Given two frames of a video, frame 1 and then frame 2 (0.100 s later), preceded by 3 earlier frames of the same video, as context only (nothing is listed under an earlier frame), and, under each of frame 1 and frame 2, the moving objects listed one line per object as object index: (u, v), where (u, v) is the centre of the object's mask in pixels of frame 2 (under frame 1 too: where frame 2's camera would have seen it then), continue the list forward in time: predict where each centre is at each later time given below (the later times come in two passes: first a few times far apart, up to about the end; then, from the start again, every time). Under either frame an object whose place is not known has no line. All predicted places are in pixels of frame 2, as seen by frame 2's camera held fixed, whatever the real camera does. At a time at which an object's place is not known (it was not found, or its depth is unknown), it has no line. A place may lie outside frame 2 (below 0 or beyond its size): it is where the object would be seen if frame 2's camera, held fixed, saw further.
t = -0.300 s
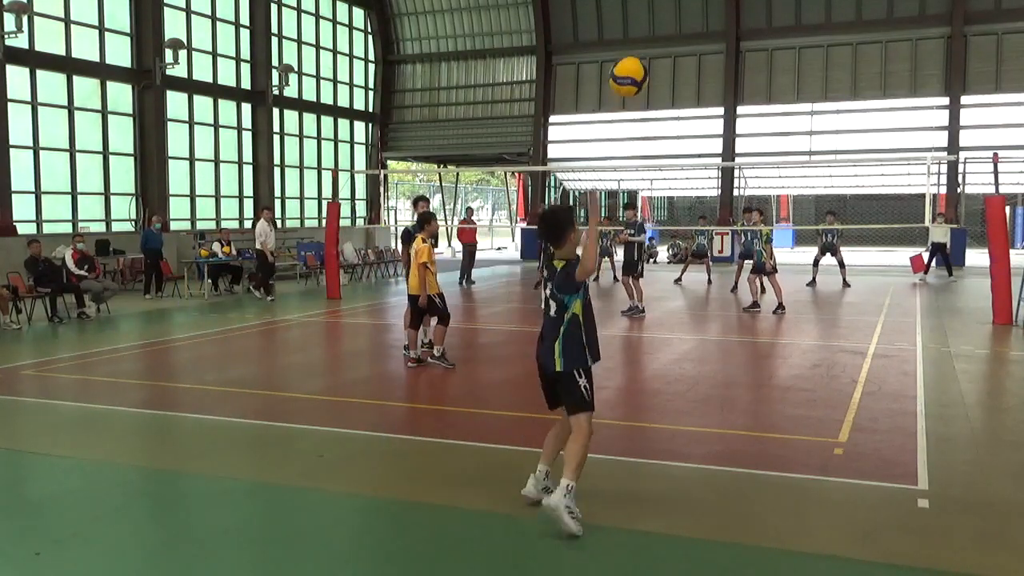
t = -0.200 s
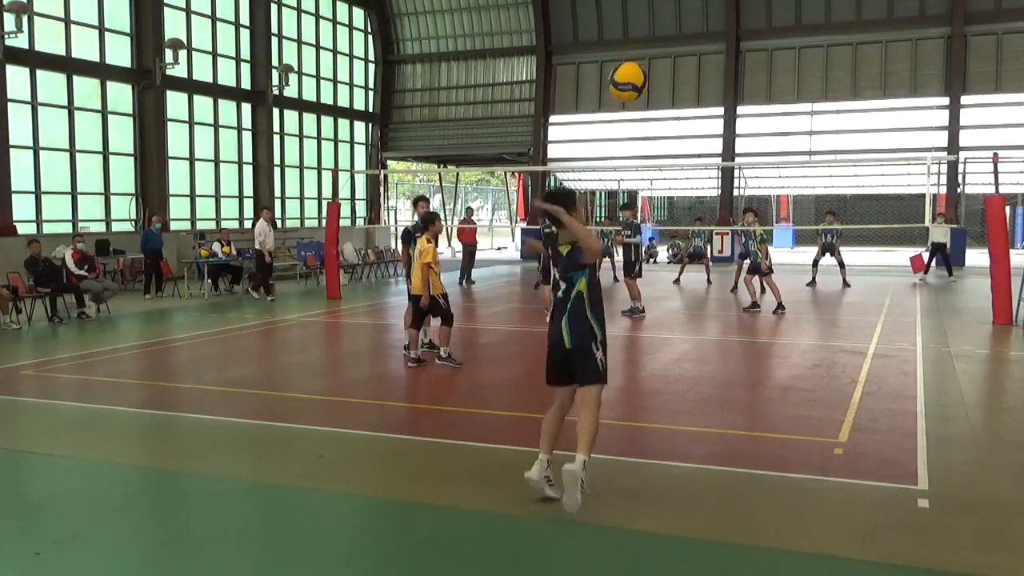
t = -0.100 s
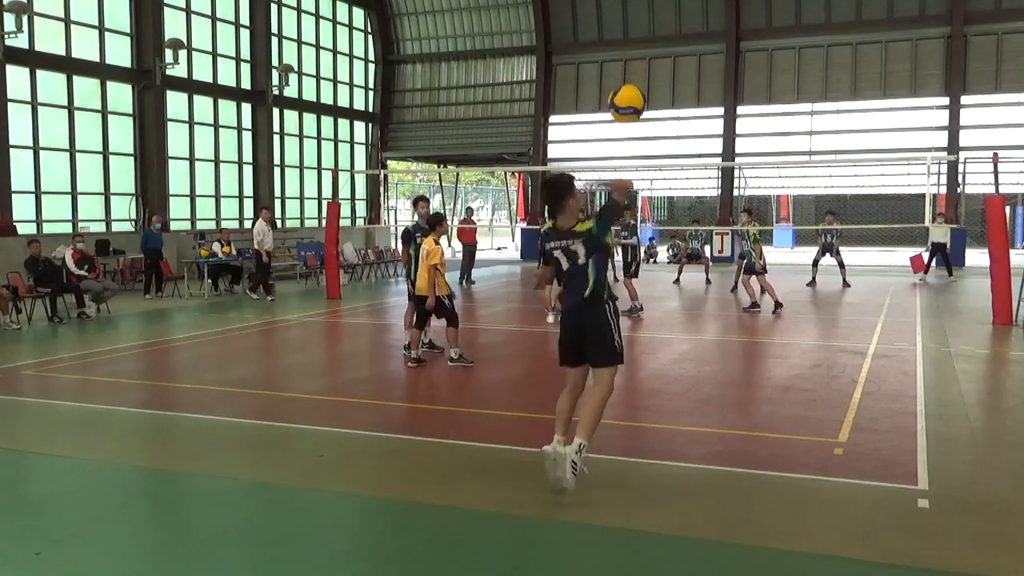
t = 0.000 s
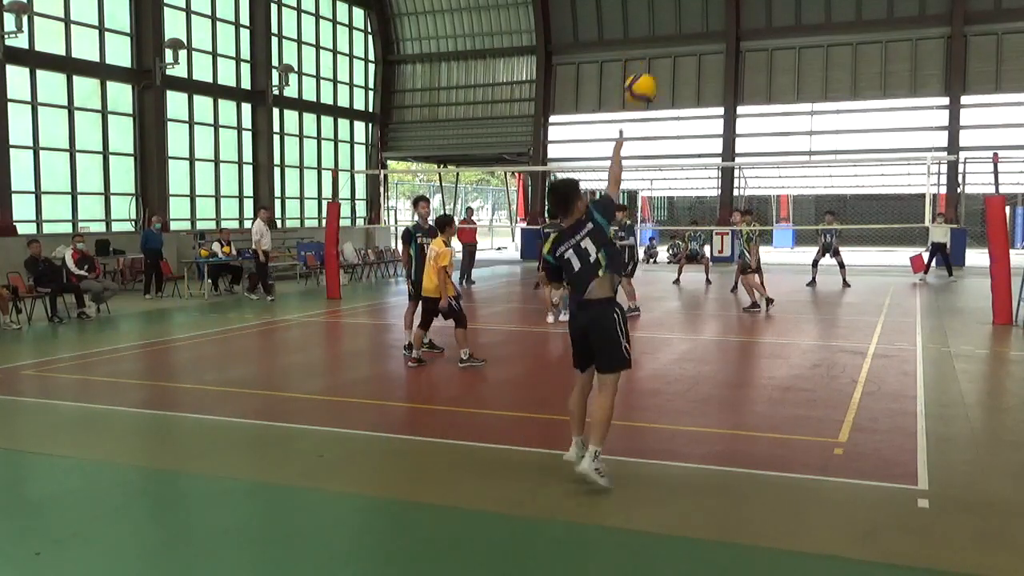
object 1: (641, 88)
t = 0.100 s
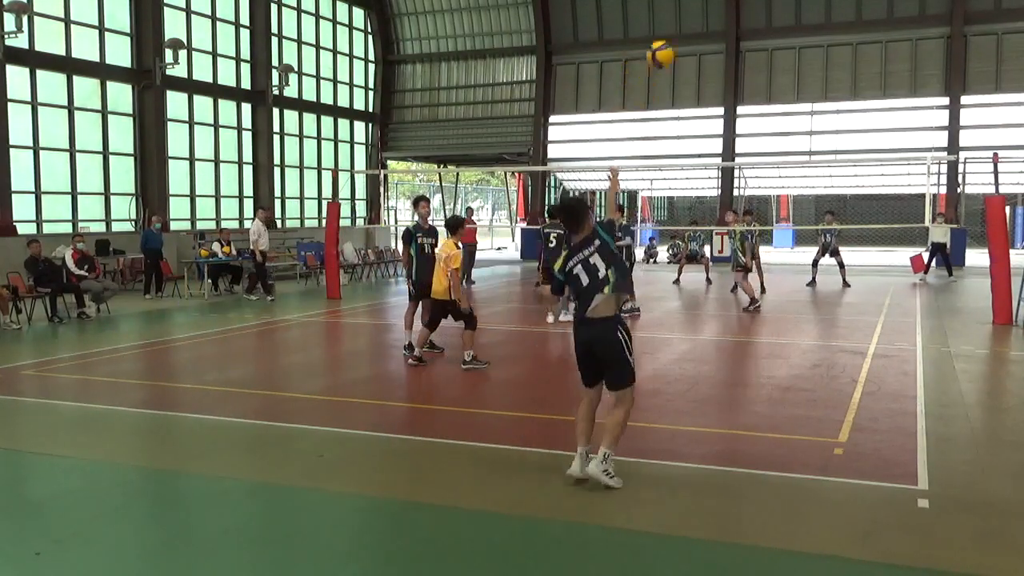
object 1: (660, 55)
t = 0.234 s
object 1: (680, 36)
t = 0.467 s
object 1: (703, 53)
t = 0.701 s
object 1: (719, 101)
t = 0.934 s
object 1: (732, 158)
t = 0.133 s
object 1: (665, 48)
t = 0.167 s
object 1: (671, 42)
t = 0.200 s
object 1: (675, 39)
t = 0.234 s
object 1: (680, 36)
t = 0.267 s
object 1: (684, 35)
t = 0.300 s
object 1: (688, 35)
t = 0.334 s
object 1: (692, 37)
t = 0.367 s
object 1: (695, 40)
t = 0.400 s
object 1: (699, 43)
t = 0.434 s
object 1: (701, 48)
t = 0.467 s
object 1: (703, 53)
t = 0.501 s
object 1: (706, 59)
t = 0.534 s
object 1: (709, 66)
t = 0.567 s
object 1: (711, 73)
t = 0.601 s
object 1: (713, 80)
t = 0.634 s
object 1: (715, 87)
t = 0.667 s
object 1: (717, 94)
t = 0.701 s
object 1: (719, 101)
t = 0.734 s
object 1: (721, 109)
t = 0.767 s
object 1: (723, 117)
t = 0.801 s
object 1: (724, 124)
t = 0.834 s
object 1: (727, 132)
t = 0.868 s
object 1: (729, 139)
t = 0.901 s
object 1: (731, 149)
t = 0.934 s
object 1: (732, 158)
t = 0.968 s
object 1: (736, 169)
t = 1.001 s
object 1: (736, 177)
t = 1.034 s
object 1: (739, 186)
